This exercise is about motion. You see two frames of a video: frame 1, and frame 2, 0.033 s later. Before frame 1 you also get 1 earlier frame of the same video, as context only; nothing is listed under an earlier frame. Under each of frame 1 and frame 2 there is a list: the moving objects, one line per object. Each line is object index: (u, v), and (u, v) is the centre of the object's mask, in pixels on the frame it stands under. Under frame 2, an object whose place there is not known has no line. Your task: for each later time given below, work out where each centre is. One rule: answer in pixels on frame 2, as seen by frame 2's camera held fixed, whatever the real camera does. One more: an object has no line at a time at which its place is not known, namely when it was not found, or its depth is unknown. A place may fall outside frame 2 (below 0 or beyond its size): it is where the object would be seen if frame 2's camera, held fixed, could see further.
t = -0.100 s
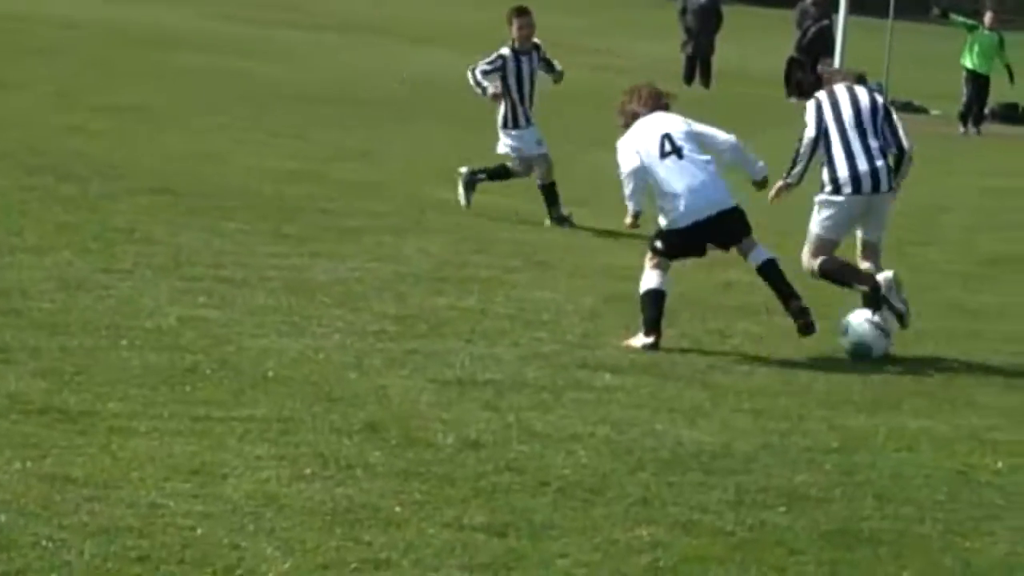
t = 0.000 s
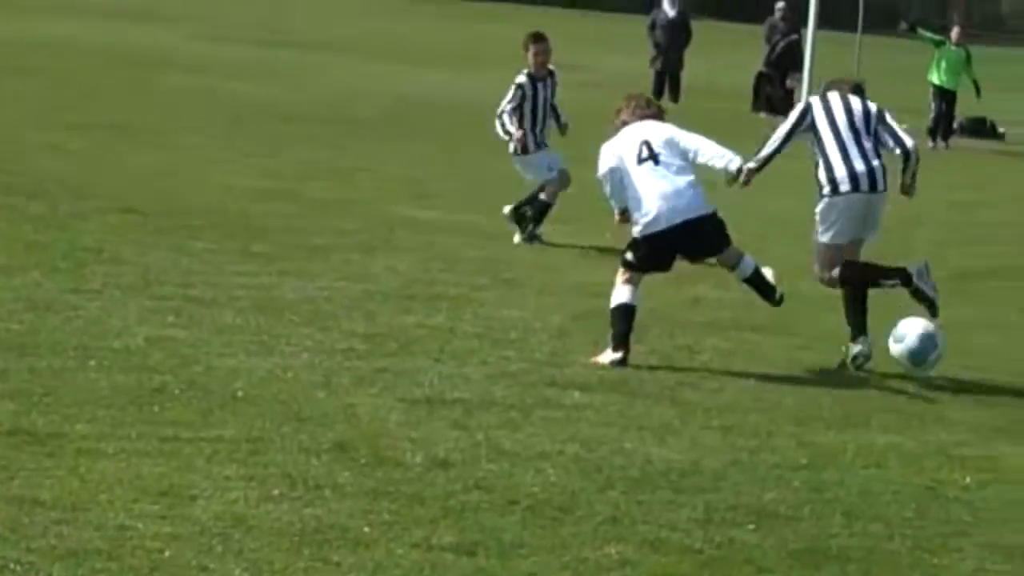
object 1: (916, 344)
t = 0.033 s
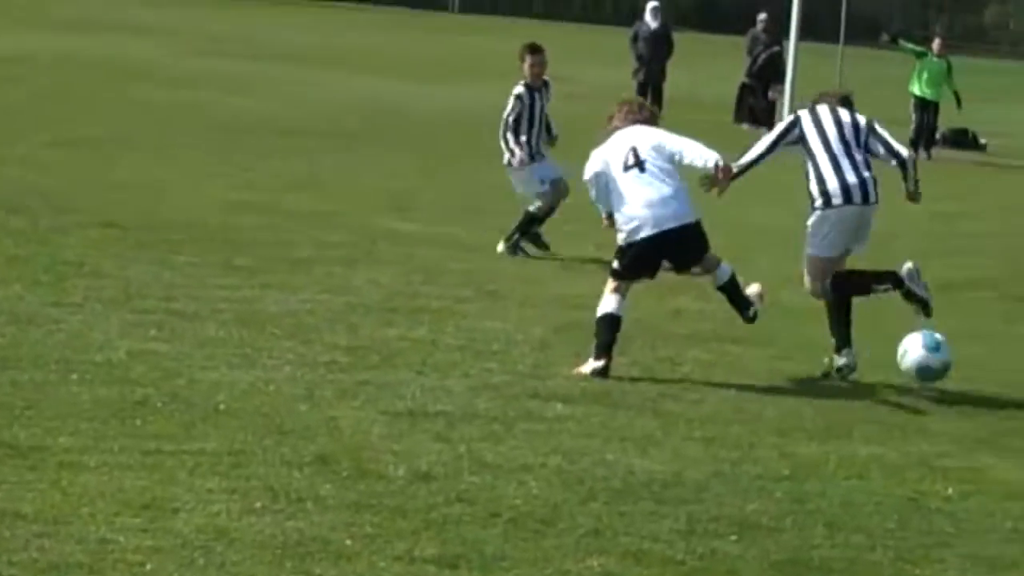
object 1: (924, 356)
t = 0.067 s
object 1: (951, 361)
